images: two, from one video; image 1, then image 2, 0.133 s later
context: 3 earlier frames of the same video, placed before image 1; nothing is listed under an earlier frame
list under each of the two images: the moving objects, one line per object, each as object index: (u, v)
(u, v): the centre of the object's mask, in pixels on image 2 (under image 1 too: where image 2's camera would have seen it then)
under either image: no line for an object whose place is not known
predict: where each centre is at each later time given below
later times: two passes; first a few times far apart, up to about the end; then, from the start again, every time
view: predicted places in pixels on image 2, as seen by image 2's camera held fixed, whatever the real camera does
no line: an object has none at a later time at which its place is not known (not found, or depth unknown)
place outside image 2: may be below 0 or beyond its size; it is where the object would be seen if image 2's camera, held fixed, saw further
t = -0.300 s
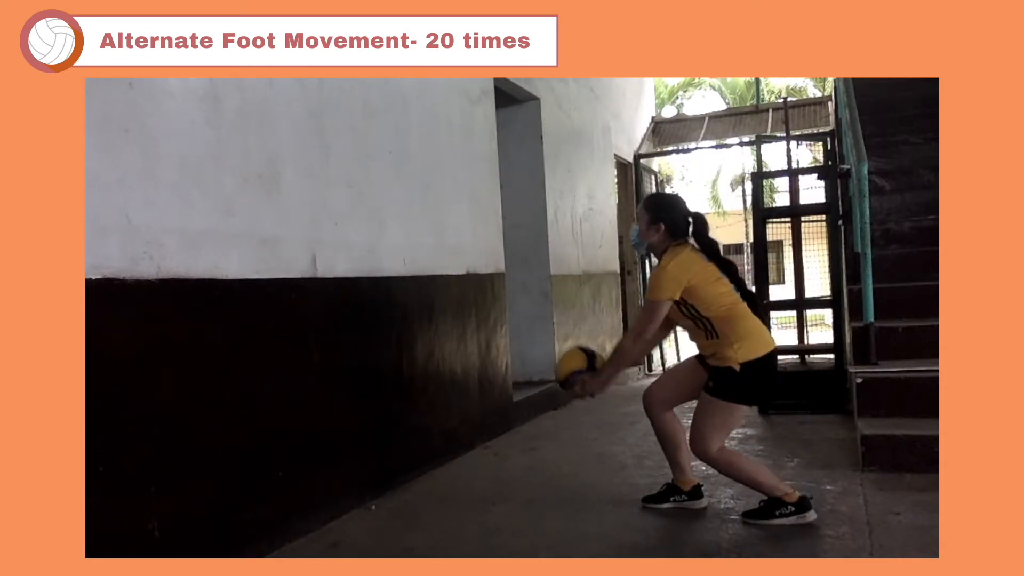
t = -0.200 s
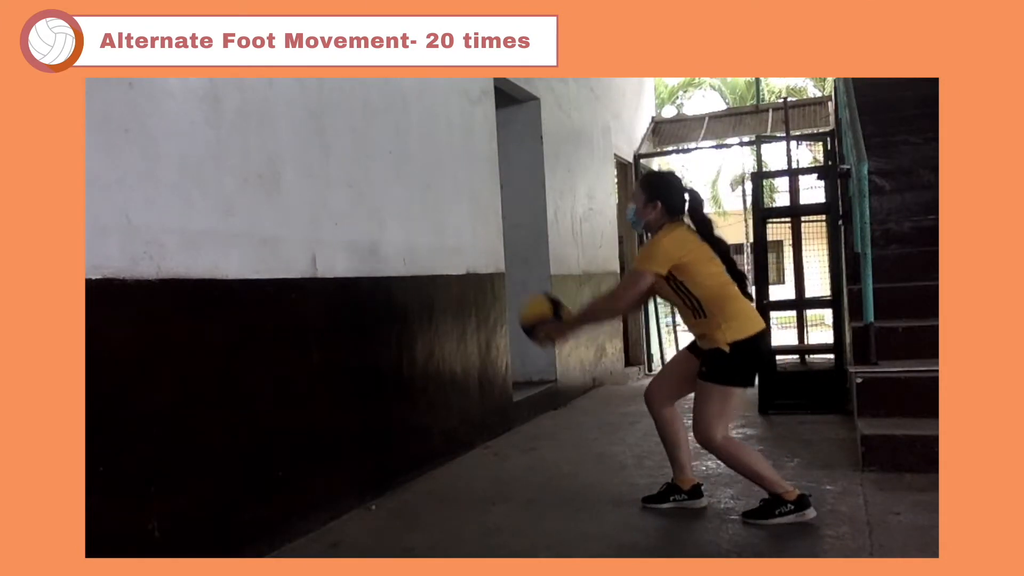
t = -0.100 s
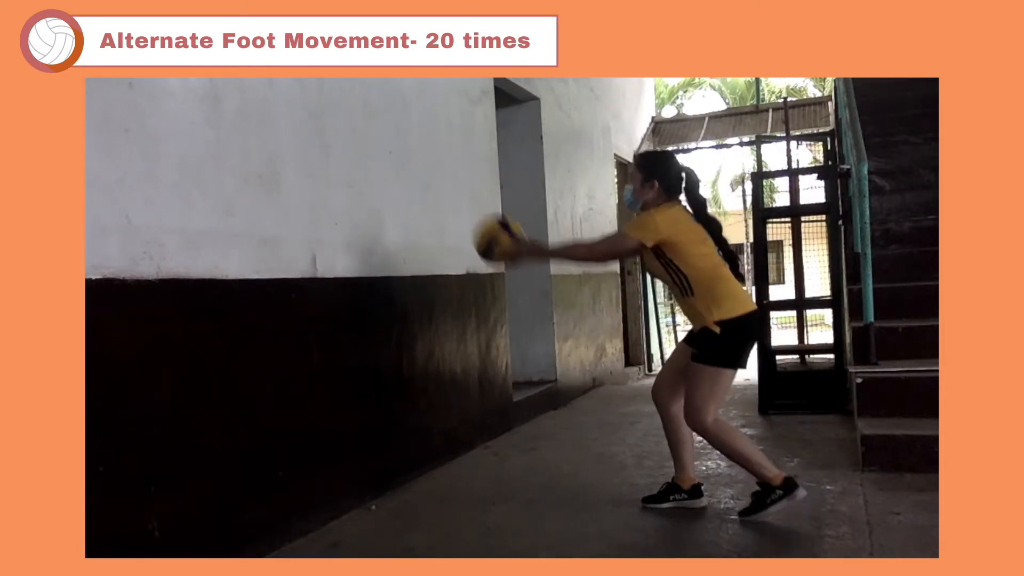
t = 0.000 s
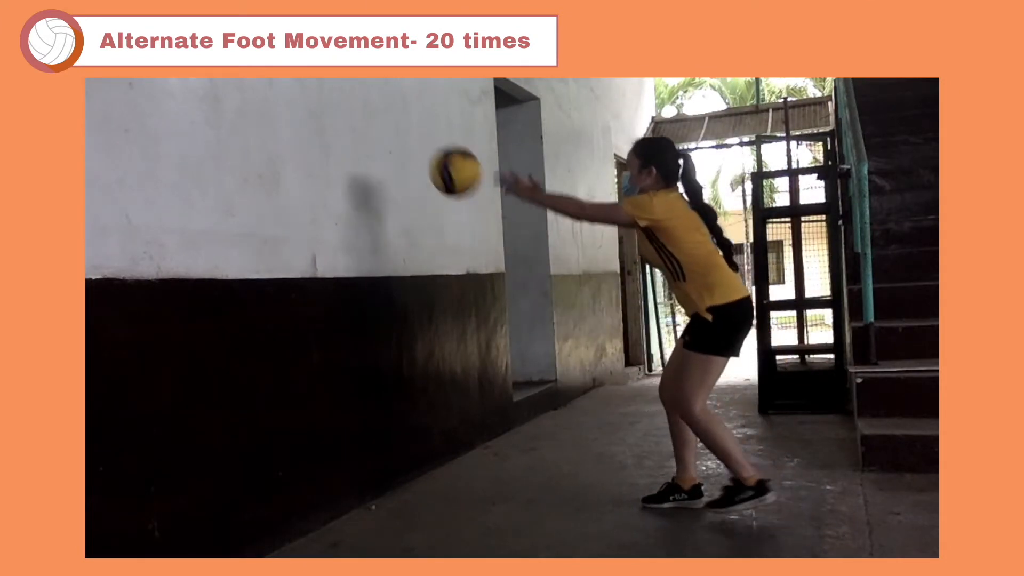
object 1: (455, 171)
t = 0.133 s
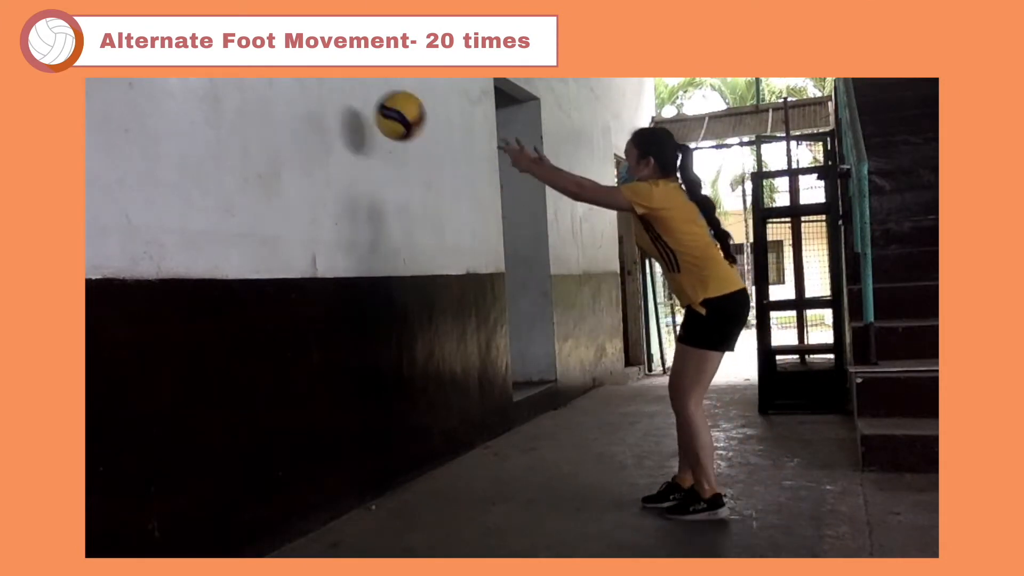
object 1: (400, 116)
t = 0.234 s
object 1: (372, 100)
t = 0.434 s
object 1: (440, 112)
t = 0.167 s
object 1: (387, 108)
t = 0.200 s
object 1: (373, 104)
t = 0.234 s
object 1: (372, 100)
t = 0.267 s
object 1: (383, 97)
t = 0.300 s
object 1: (394, 96)
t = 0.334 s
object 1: (405, 97)
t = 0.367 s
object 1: (416, 99)
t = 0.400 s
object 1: (428, 103)
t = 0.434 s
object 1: (440, 112)
